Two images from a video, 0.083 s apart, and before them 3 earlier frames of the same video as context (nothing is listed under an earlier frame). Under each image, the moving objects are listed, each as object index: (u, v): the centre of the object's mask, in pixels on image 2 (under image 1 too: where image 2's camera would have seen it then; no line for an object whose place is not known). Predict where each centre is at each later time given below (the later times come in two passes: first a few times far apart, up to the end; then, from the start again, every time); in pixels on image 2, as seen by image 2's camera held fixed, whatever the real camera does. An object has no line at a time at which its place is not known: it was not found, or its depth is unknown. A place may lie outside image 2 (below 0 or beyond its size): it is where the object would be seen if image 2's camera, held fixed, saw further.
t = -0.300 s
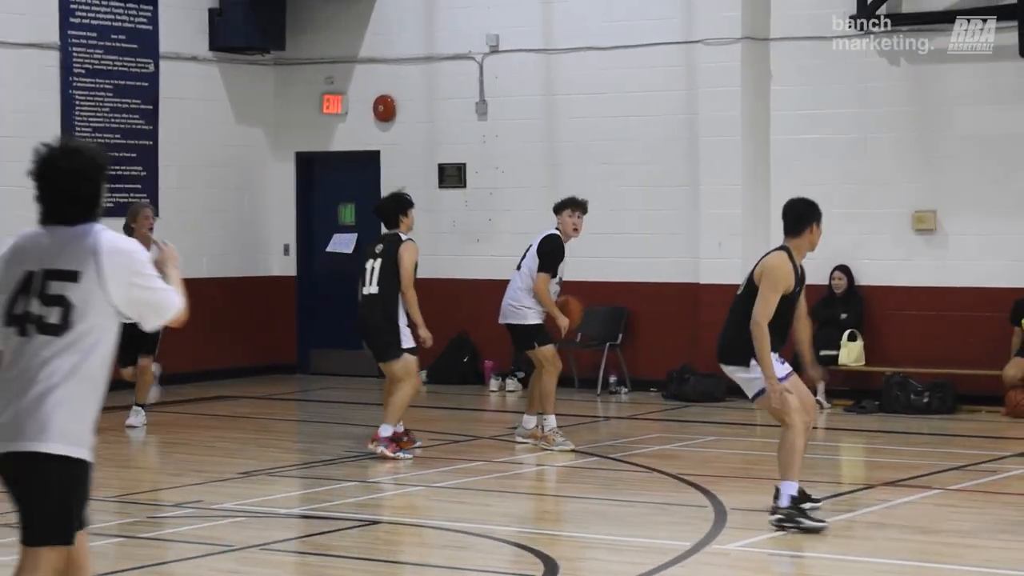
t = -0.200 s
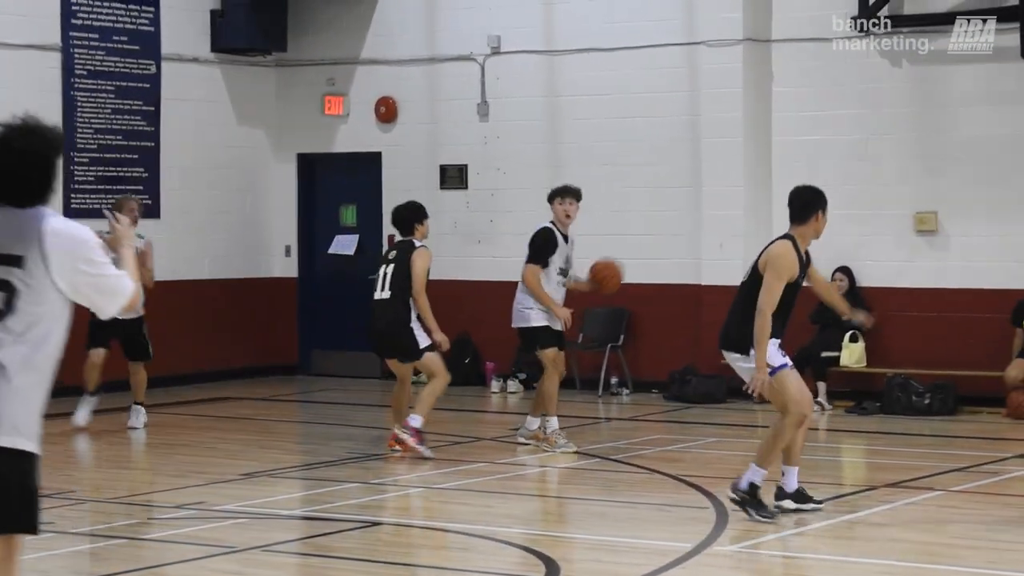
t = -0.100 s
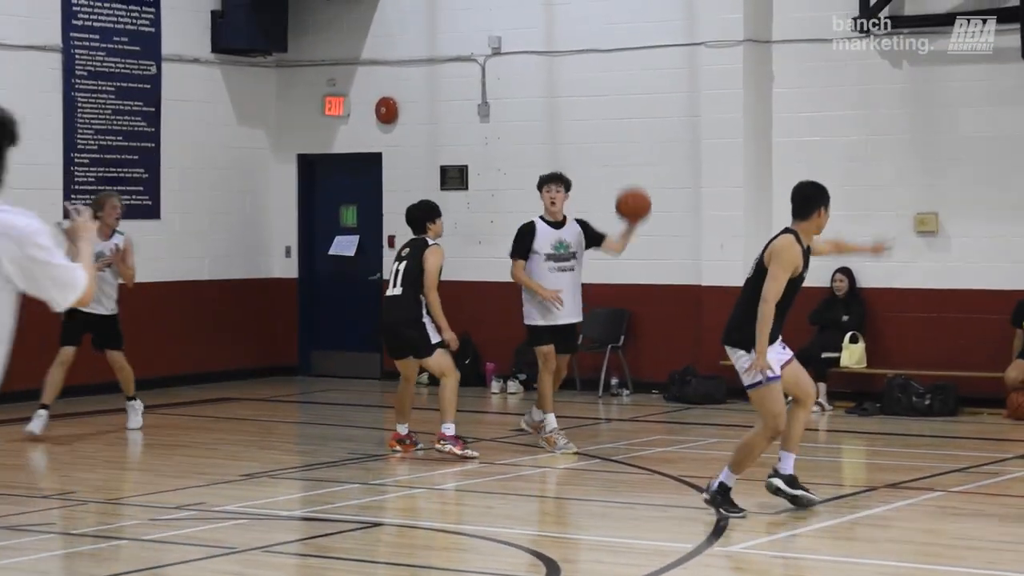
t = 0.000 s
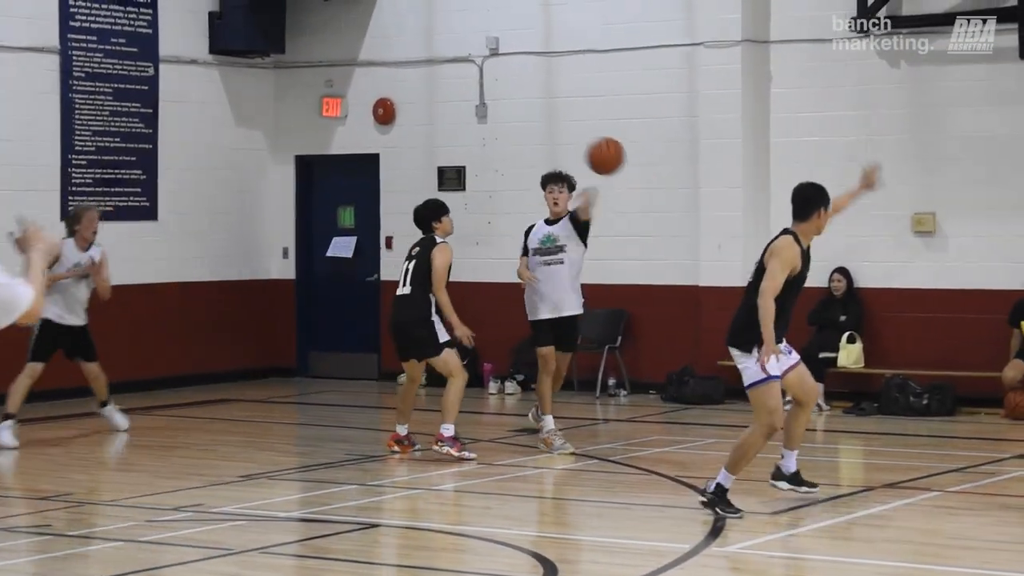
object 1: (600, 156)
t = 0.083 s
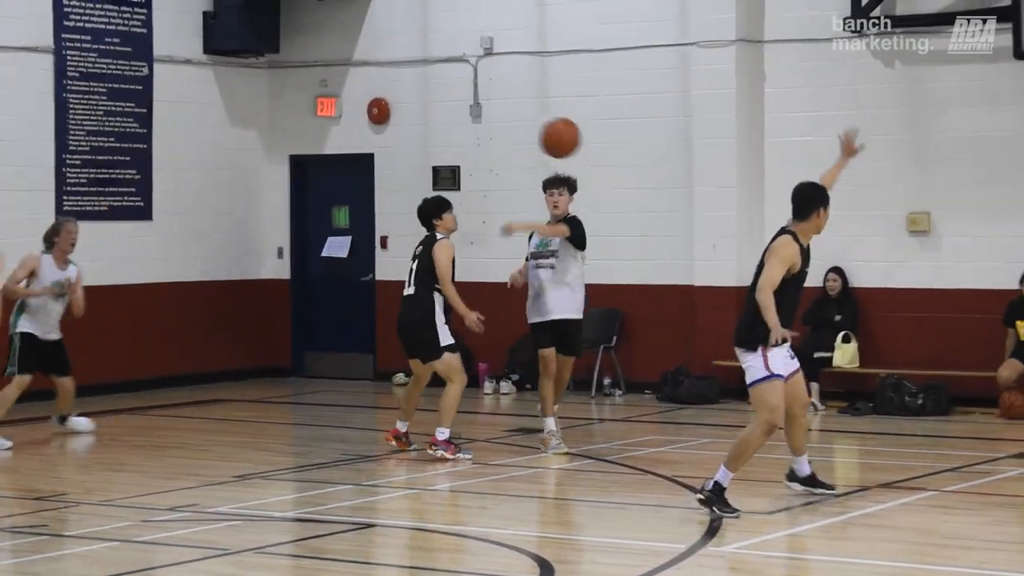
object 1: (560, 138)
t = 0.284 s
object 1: (447, 133)
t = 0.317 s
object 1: (422, 140)
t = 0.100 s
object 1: (552, 135)
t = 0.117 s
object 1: (543, 133)
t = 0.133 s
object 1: (534, 131)
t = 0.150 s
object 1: (525, 129)
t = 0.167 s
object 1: (516, 128)
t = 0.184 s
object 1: (506, 128)
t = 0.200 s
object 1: (497, 127)
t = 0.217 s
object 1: (487, 127)
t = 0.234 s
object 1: (478, 128)
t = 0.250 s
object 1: (468, 129)
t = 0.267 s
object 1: (457, 131)
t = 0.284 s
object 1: (447, 133)
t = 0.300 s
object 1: (435, 136)
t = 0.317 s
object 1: (422, 140)
